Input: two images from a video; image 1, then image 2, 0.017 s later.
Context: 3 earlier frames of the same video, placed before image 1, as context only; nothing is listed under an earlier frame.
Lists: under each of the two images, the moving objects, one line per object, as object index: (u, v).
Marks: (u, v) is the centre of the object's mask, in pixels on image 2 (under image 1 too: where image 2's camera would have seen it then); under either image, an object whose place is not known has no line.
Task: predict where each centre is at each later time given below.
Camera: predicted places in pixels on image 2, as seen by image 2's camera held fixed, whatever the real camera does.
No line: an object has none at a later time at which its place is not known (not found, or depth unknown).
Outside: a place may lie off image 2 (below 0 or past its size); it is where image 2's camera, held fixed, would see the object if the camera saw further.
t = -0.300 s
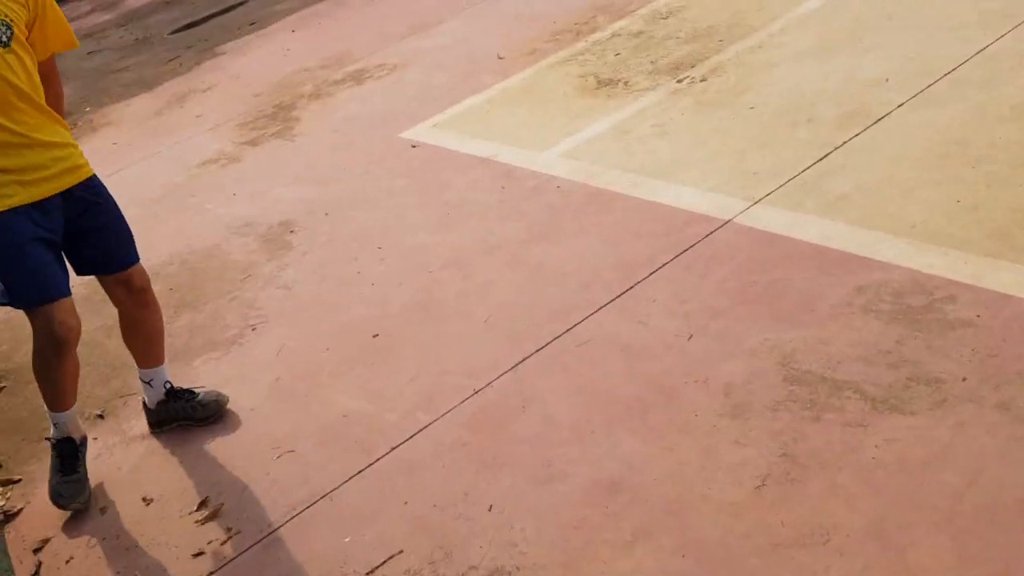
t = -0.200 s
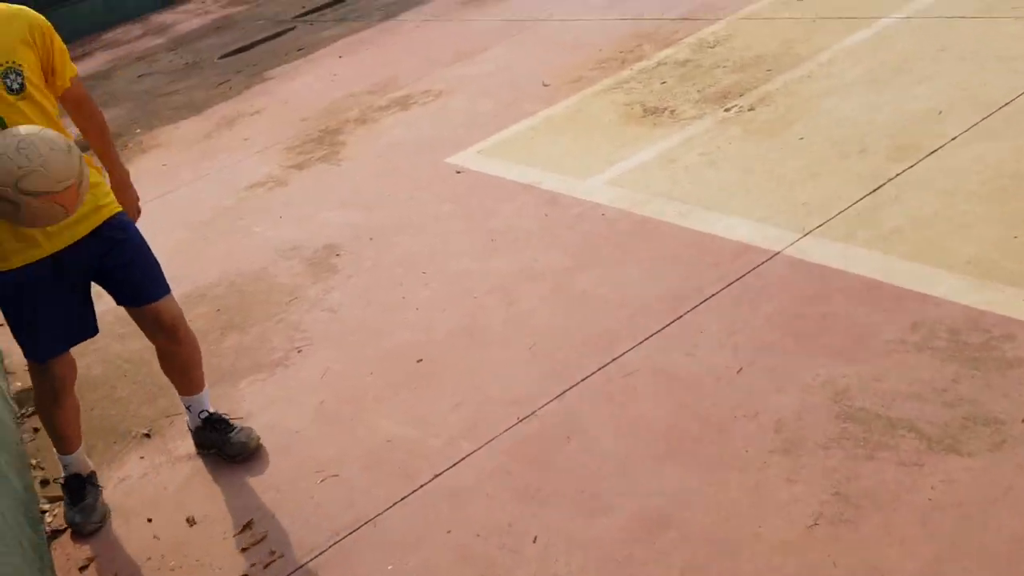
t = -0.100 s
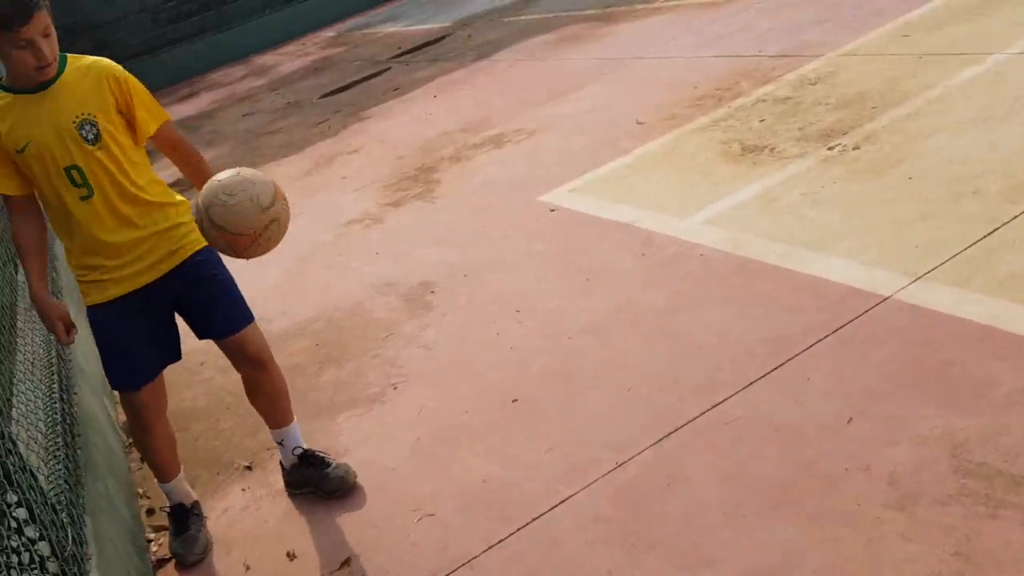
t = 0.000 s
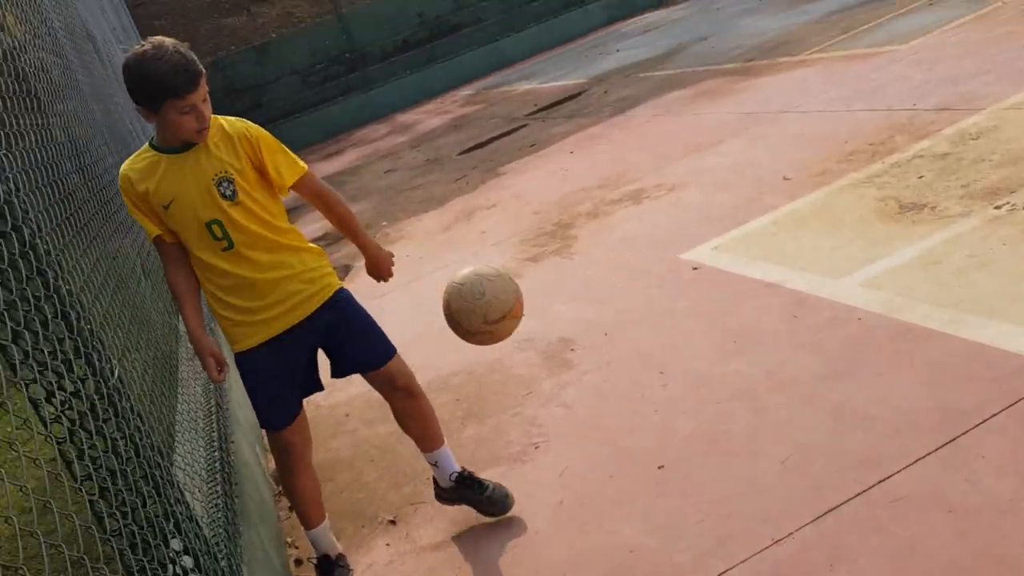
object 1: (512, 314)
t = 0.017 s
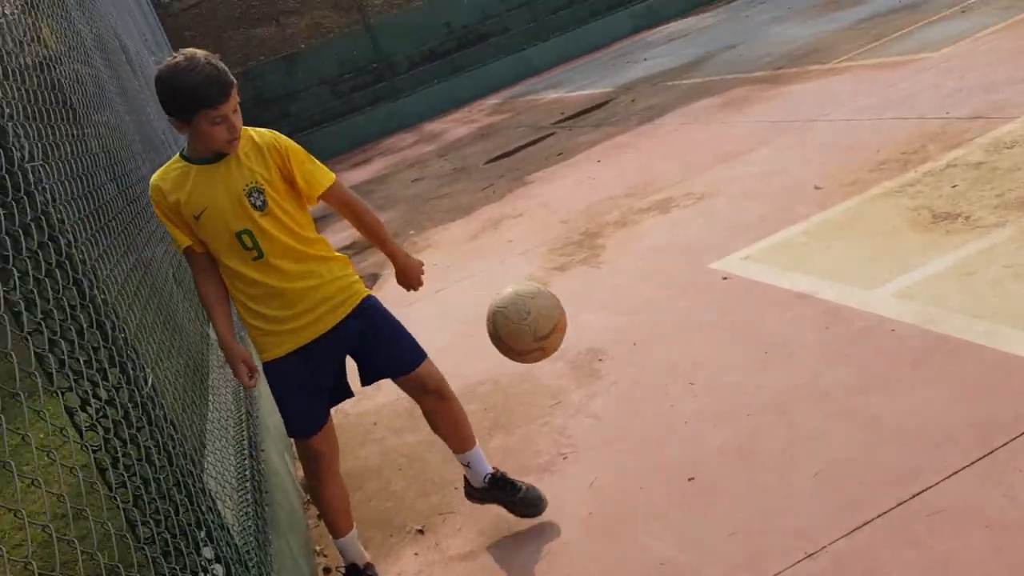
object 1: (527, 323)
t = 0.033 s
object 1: (541, 332)
